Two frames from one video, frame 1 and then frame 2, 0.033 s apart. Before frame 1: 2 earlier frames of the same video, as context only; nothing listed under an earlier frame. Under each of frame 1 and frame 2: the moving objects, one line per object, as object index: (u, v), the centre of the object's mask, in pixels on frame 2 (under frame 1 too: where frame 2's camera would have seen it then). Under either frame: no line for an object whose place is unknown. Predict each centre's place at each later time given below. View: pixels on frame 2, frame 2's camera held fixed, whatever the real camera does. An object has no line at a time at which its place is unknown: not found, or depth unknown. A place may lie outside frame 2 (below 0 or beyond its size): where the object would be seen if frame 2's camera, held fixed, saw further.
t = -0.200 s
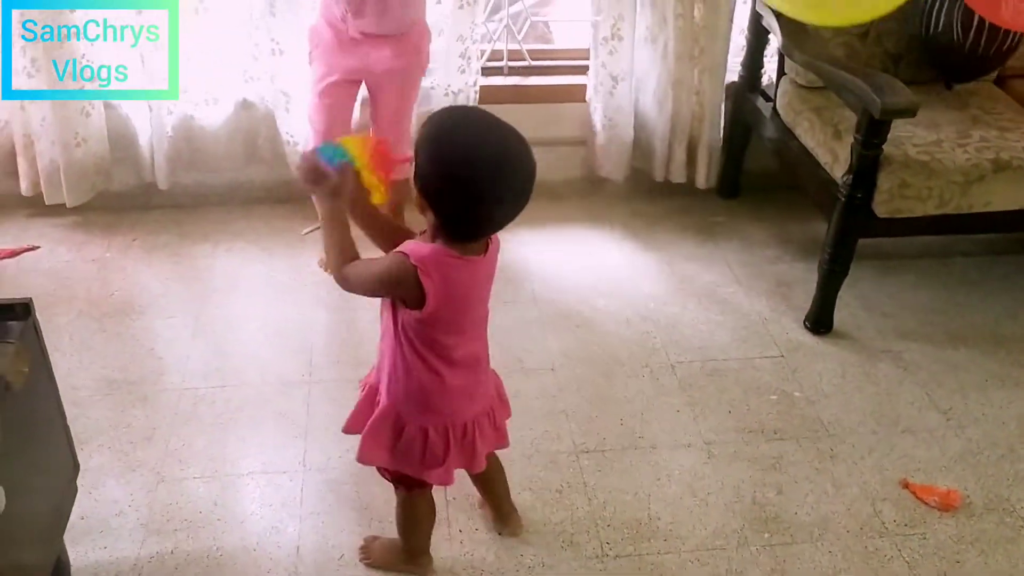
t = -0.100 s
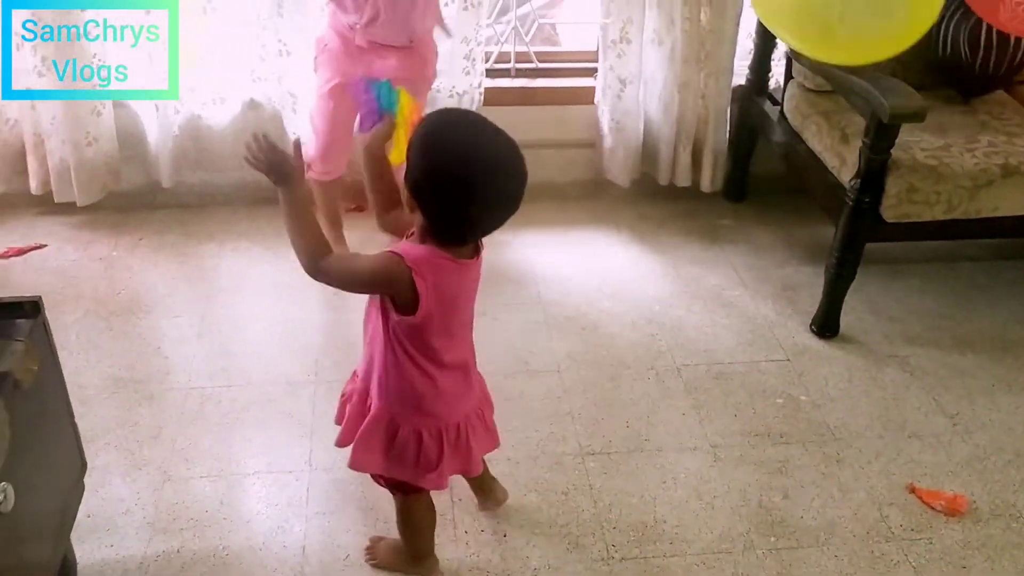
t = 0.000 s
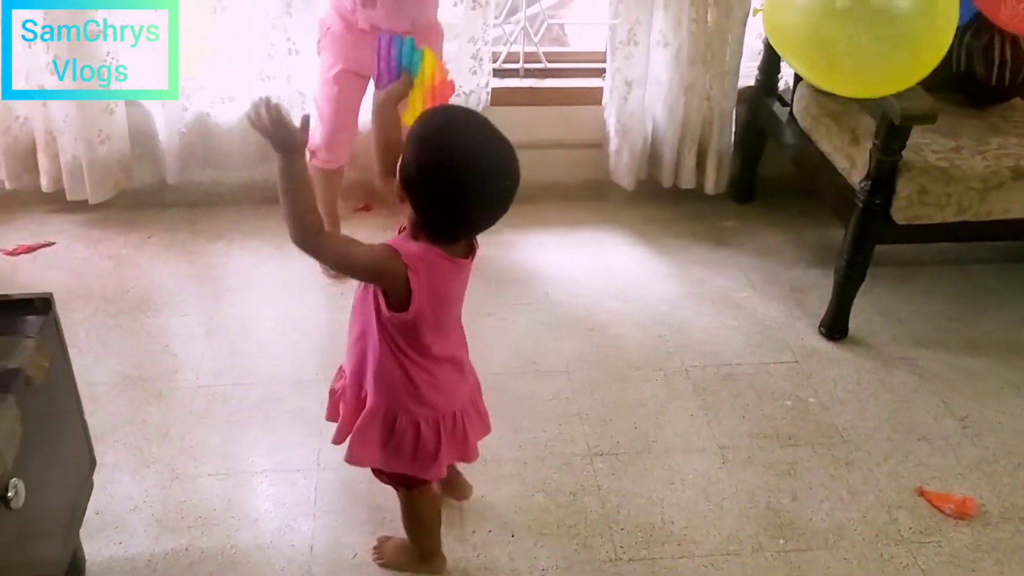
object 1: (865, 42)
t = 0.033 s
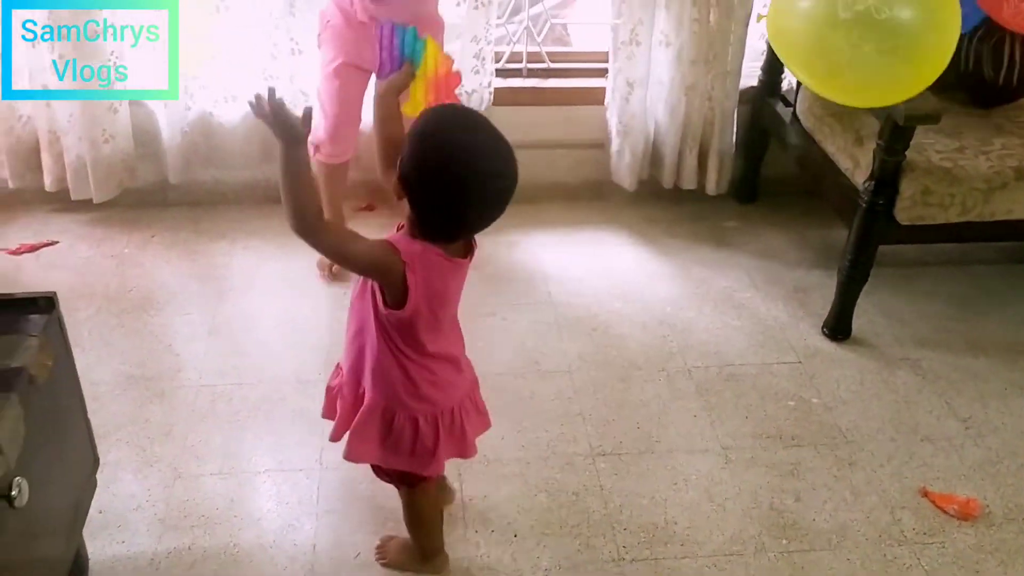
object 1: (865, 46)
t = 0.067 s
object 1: (864, 51)
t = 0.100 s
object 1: (862, 56)
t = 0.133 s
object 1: (860, 60)
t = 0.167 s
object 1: (858, 65)
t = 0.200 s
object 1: (855, 70)
